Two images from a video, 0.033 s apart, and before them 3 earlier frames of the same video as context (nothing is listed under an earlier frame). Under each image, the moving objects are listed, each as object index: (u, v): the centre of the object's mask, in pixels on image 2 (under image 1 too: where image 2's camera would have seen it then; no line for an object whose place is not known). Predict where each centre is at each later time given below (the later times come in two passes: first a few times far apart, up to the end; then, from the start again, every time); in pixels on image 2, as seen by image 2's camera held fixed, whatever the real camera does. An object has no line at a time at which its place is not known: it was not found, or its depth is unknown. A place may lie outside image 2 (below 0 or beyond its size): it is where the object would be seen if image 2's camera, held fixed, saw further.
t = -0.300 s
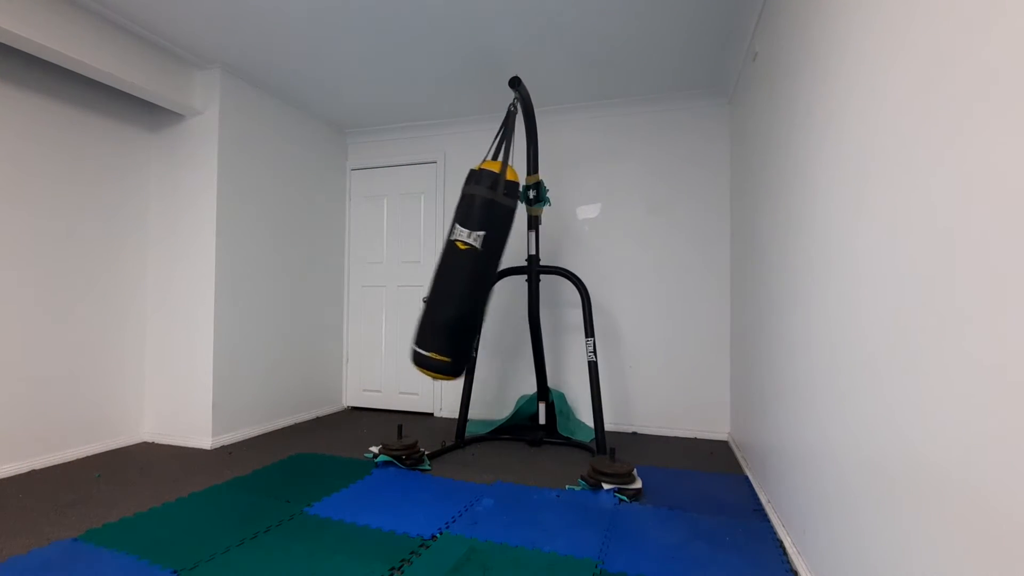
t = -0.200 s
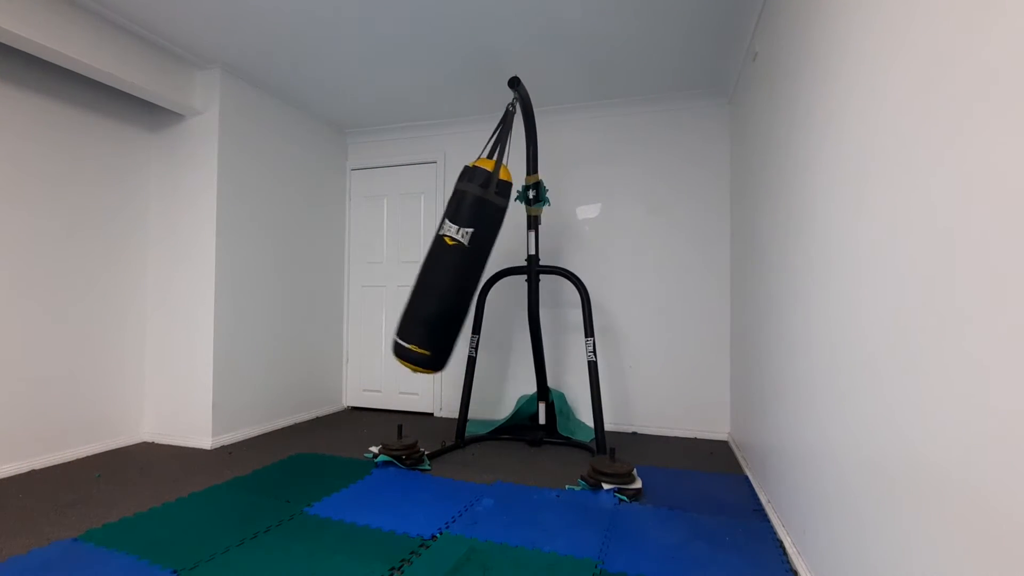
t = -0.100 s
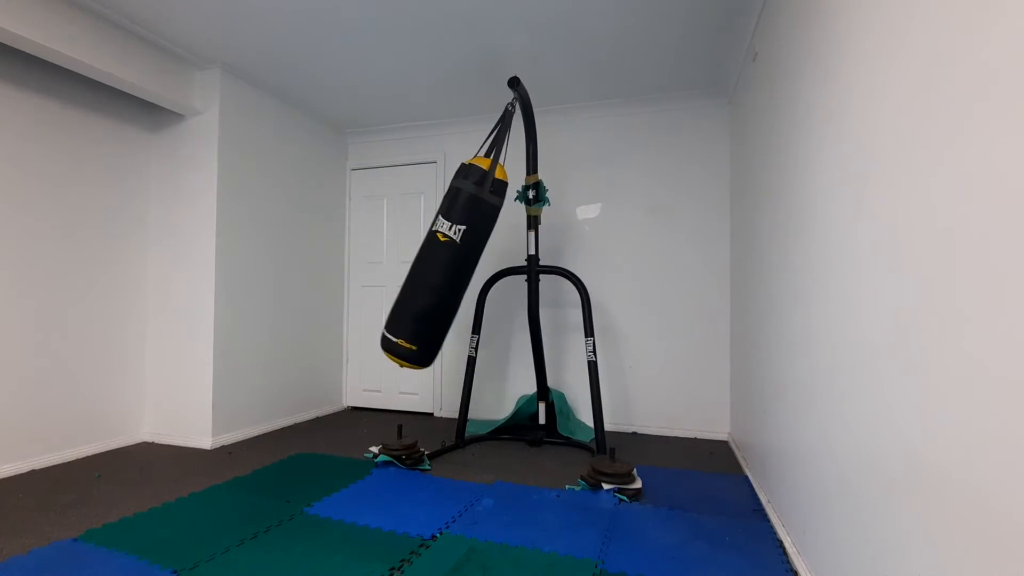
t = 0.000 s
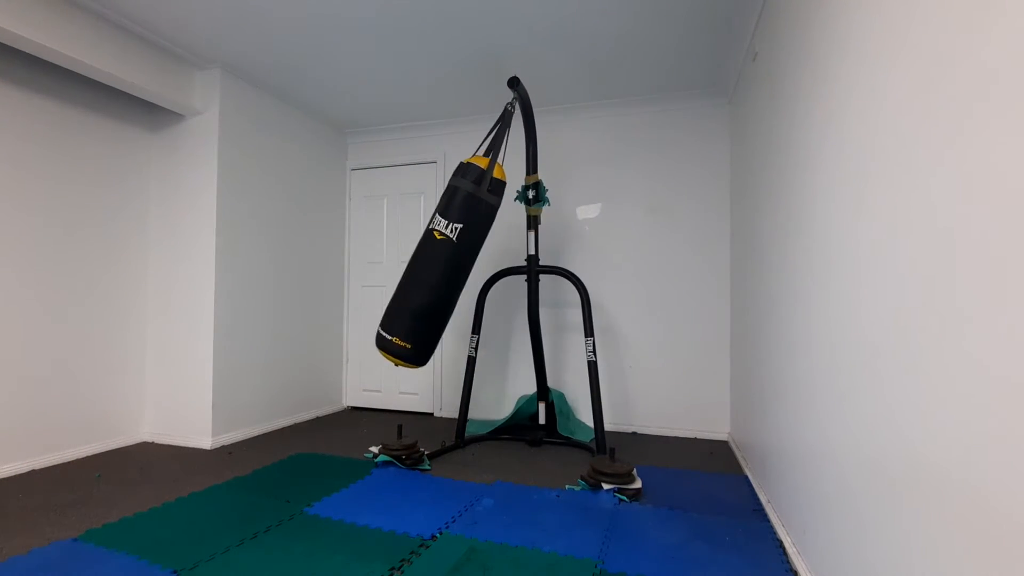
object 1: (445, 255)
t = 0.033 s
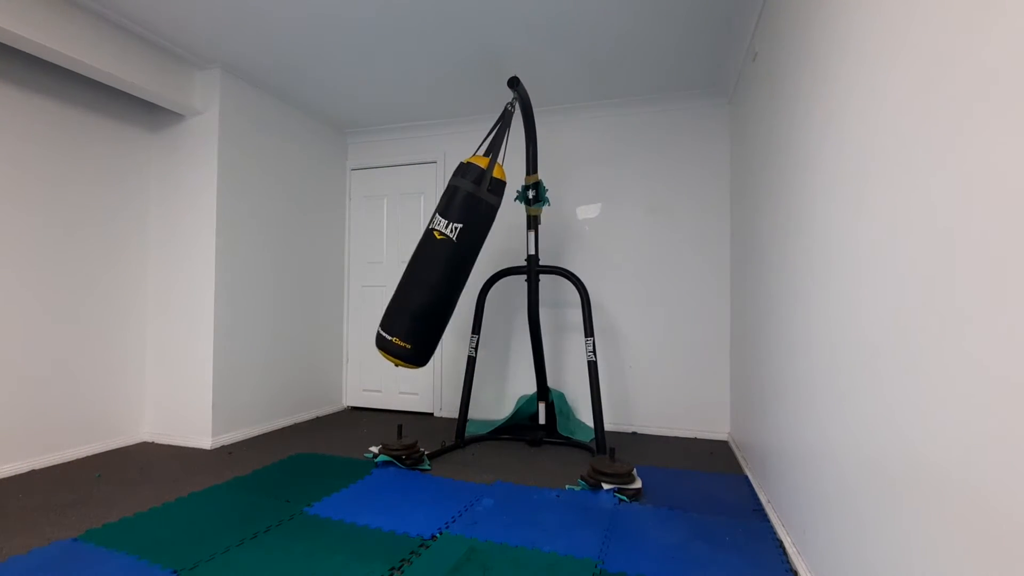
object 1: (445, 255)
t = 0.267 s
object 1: (461, 262)
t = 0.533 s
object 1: (509, 272)
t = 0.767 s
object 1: (561, 269)
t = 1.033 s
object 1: (599, 262)
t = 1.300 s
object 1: (593, 264)
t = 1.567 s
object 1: (547, 268)
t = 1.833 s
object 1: (492, 268)
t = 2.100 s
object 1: (454, 258)
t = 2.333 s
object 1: (446, 256)
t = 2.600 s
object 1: (470, 266)
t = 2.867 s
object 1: (524, 272)
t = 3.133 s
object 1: (578, 269)
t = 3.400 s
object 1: (600, 262)
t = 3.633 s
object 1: (584, 267)
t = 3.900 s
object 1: (534, 270)
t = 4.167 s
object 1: (481, 267)
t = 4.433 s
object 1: (449, 258)
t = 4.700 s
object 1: (451, 260)
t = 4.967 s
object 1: (487, 270)
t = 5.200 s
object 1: (537, 271)
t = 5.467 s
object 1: (585, 266)
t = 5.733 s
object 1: (596, 263)
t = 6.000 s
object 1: (566, 266)
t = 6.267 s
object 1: (514, 271)
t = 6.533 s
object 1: (466, 263)
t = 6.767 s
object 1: (447, 257)
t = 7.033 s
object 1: (458, 262)
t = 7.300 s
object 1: (502, 271)
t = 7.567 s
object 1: (556, 270)
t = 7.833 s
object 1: (592, 264)
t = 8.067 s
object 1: (591, 264)
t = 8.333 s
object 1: (553, 269)
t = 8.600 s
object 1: (501, 270)
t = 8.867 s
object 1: (459, 262)
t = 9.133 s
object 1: (448, 259)
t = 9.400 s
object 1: (472, 267)
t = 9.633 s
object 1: (516, 273)
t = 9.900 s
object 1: (567, 267)
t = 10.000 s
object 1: (581, 267)
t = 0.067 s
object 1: (445, 256)
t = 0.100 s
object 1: (447, 257)
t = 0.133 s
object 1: (448, 258)
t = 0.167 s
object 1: (451, 258)
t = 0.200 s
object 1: (454, 259)
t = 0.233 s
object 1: (457, 261)
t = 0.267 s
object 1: (461, 262)
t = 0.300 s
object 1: (465, 265)
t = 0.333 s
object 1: (470, 266)
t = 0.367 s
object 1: (476, 267)
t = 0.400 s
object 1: (482, 269)
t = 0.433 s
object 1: (488, 270)
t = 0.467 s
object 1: (495, 271)
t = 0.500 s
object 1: (502, 272)
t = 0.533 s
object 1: (509, 272)
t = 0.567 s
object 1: (517, 273)
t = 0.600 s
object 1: (524, 273)
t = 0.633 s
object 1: (532, 272)
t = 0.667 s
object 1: (539, 272)
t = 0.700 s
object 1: (547, 273)
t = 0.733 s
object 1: (554, 273)
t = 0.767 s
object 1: (561, 269)
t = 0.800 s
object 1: (568, 269)
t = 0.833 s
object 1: (575, 270)
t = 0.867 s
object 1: (581, 269)
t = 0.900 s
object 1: (585, 267)
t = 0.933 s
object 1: (590, 265)
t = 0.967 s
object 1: (593, 264)
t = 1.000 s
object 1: (597, 263)
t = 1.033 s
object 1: (599, 262)
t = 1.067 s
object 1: (601, 261)
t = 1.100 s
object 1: (602, 261)
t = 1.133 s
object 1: (602, 261)
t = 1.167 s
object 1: (602, 261)
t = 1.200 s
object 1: (601, 261)
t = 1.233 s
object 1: (599, 262)
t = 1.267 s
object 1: (596, 263)
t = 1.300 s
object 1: (593, 264)
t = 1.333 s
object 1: (589, 265)
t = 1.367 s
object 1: (585, 267)
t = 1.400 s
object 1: (580, 268)
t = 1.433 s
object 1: (575, 270)
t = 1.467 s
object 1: (567, 266)
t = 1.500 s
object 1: (561, 267)
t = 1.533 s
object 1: (554, 269)
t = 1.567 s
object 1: (547, 268)
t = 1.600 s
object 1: (541, 269)
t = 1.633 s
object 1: (534, 270)
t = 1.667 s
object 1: (527, 270)
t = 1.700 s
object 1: (519, 270)
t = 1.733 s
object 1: (513, 270)
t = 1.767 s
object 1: (506, 269)
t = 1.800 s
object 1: (498, 269)
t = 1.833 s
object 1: (492, 268)
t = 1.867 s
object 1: (486, 267)
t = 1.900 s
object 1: (480, 265)
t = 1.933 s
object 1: (475, 264)
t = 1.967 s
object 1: (470, 263)
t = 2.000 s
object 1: (465, 261)
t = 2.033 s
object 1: (461, 260)
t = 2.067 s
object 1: (457, 259)
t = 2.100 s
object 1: (454, 258)
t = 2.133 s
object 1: (451, 257)
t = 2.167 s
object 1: (449, 256)
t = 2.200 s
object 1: (447, 255)
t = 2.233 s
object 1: (446, 255)
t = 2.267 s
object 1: (445, 255)
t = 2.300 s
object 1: (445, 255)
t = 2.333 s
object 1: (446, 256)
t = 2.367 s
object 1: (447, 256)
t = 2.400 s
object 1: (449, 257)
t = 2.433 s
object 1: (451, 258)
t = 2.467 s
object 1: (454, 260)
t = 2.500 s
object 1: (457, 261)
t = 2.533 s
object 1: (461, 262)
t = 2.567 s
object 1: (465, 264)
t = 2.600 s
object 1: (470, 266)
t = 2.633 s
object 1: (476, 267)
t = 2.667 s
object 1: (482, 268)
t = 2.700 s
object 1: (488, 270)
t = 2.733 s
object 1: (494, 270)
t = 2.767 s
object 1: (502, 271)
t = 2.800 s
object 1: (509, 272)
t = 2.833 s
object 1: (516, 272)
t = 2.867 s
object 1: (524, 272)
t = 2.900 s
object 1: (531, 271)
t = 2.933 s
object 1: (538, 271)
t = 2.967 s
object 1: (545, 270)
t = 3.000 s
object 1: (552, 271)
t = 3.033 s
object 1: (559, 269)
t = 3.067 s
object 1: (567, 271)
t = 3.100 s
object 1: (571, 266)
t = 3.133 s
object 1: (578, 269)
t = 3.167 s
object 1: (583, 268)
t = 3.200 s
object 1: (588, 266)
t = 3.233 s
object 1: (591, 265)
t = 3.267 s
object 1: (594, 264)
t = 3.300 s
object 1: (597, 263)
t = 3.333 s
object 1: (598, 262)
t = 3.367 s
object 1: (600, 262)
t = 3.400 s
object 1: (600, 262)
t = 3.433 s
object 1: (600, 262)
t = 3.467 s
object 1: (599, 262)
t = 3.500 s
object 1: (597, 263)
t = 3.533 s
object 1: (595, 263)
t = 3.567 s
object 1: (592, 264)
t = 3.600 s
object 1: (588, 265)
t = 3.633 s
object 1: (584, 267)
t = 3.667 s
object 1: (579, 268)
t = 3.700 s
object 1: (574, 269)
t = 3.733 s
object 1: (567, 266)
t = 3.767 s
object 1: (561, 267)
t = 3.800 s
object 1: (554, 270)
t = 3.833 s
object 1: (547, 268)
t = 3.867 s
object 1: (541, 269)
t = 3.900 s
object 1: (534, 270)
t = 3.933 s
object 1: (527, 270)
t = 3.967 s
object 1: (520, 271)
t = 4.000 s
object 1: (513, 271)
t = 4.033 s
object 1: (507, 271)
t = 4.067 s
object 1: (499, 270)
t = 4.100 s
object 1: (493, 269)
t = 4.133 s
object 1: (487, 268)
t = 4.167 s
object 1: (481, 267)
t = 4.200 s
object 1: (475, 265)
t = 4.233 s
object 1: (470, 265)
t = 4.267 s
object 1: (465, 263)
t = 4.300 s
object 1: (461, 261)
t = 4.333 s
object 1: (457, 261)
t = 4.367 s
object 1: (454, 260)
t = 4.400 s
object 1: (451, 259)
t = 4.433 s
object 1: (449, 258)
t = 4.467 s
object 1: (447, 257)
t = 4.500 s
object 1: (446, 257)
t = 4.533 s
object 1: (446, 257)
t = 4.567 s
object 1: (445, 257)
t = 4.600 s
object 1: (446, 257)
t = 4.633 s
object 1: (447, 258)
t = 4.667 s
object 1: (449, 259)
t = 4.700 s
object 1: (451, 260)
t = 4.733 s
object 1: (454, 261)
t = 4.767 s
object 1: (457, 262)
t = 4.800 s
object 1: (461, 263)
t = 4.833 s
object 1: (465, 265)
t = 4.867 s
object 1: (470, 267)
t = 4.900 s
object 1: (476, 267)
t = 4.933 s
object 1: (481, 269)
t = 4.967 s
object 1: (487, 270)
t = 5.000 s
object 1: (494, 272)
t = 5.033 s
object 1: (501, 272)
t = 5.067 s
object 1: (508, 272)
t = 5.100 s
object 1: (516, 273)
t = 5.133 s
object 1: (523, 272)
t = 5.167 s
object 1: (530, 272)
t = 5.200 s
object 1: (537, 271)
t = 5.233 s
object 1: (544, 270)
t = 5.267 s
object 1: (551, 271)
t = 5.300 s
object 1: (558, 270)
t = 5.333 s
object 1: (564, 269)
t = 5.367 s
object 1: (571, 271)
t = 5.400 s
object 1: (576, 269)
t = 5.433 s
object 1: (581, 268)
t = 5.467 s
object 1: (585, 266)
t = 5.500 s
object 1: (589, 265)
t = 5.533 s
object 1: (592, 264)
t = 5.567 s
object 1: (594, 263)
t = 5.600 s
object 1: (596, 263)
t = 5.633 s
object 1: (597, 263)
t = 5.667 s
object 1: (598, 262)
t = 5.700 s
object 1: (597, 262)
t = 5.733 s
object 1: (596, 263)
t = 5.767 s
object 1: (595, 263)
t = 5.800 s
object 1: (593, 264)
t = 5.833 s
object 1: (590, 264)
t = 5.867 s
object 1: (587, 266)
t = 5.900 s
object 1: (583, 267)
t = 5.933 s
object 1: (578, 268)
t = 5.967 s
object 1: (573, 269)
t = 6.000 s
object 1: (566, 266)
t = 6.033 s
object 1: (560, 267)
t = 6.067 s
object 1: (554, 269)
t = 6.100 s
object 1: (547, 268)
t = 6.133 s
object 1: (541, 269)
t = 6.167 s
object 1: (535, 269)
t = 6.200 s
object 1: (528, 270)
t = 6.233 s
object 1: (521, 270)
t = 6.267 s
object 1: (514, 271)
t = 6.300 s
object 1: (508, 270)
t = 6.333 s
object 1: (500, 270)
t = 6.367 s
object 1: (494, 269)
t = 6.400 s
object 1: (488, 268)
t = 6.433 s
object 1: (482, 267)
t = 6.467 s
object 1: (476, 266)
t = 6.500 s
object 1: (471, 265)
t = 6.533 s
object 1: (466, 263)
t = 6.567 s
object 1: (462, 262)
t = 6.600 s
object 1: (458, 261)
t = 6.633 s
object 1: (455, 260)
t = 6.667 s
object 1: (452, 259)
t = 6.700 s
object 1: (450, 258)
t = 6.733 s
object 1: (448, 257)
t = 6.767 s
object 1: (447, 257)
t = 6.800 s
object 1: (447, 257)
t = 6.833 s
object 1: (446, 258)
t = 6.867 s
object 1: (447, 258)
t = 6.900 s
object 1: (448, 258)
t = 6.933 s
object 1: (450, 259)
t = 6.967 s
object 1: (452, 260)
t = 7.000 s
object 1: (455, 261)
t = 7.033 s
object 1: (458, 262)
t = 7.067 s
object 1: (462, 263)
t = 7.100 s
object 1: (466, 265)
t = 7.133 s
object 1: (471, 266)
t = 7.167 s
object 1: (476, 268)
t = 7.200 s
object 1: (482, 269)
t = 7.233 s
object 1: (488, 270)
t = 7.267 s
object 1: (495, 271)
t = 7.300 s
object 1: (502, 271)
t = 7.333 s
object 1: (508, 272)
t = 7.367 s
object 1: (516, 272)
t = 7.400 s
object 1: (523, 272)
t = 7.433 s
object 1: (530, 271)
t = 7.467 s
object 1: (537, 271)
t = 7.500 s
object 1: (543, 270)
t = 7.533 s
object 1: (550, 271)
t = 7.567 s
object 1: (556, 270)
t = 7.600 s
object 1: (562, 268)
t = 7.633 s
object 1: (570, 271)
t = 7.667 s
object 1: (575, 270)
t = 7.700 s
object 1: (579, 268)
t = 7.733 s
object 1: (583, 267)
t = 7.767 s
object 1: (587, 266)
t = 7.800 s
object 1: (590, 265)
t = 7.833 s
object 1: (592, 264)
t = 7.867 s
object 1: (594, 263)
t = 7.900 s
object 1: (595, 263)
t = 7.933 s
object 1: (595, 263)
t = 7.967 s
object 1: (595, 263)
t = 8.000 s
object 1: (594, 263)
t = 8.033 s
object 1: (593, 264)
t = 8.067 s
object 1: (591, 264)
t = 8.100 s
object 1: (588, 265)
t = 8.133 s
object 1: (585, 266)
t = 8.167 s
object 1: (581, 267)
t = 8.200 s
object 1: (577, 268)
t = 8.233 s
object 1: (572, 269)
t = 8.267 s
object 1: (565, 266)
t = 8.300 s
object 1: (559, 267)
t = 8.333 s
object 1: (553, 269)
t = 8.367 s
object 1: (547, 268)
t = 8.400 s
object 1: (541, 269)
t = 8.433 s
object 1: (534, 270)
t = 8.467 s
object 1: (528, 270)
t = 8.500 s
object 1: (521, 271)
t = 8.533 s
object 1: (515, 271)
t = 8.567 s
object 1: (508, 271)
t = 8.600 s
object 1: (501, 270)
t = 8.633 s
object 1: (494, 269)
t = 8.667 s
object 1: (488, 269)
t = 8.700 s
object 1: (483, 267)
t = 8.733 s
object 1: (477, 266)
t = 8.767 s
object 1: (472, 265)
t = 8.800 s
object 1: (467, 264)
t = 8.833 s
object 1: (463, 263)
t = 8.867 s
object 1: (459, 262)
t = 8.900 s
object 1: (456, 261)
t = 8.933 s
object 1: (453, 260)
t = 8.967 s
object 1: (451, 260)
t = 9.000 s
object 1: (449, 259)
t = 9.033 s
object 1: (448, 259)
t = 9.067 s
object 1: (447, 259)
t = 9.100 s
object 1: (447, 259)
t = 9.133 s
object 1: (448, 259)
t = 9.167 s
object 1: (449, 260)
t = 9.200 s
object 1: (450, 260)
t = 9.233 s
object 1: (453, 261)
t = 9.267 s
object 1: (455, 262)
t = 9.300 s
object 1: (459, 263)
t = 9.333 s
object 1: (463, 264)
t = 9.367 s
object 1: (467, 267)
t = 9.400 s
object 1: (472, 267)
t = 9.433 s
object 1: (477, 268)
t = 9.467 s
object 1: (483, 269)
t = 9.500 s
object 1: (489, 271)
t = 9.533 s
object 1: (495, 271)
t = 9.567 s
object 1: (502, 272)
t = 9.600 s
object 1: (509, 273)
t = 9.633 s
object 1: (516, 273)
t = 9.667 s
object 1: (522, 272)
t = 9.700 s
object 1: (529, 272)
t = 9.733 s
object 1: (536, 271)
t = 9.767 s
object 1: (543, 270)
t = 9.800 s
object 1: (550, 271)
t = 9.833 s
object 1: (555, 270)
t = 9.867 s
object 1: (561, 268)
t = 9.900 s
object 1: (567, 267)
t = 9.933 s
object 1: (571, 265)
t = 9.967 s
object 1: (578, 268)
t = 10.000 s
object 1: (581, 267)
